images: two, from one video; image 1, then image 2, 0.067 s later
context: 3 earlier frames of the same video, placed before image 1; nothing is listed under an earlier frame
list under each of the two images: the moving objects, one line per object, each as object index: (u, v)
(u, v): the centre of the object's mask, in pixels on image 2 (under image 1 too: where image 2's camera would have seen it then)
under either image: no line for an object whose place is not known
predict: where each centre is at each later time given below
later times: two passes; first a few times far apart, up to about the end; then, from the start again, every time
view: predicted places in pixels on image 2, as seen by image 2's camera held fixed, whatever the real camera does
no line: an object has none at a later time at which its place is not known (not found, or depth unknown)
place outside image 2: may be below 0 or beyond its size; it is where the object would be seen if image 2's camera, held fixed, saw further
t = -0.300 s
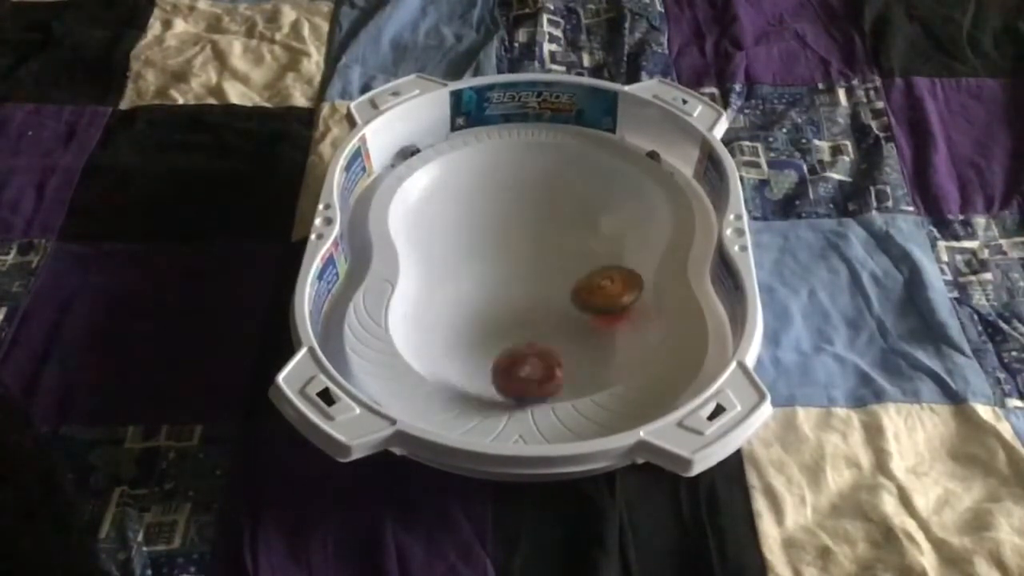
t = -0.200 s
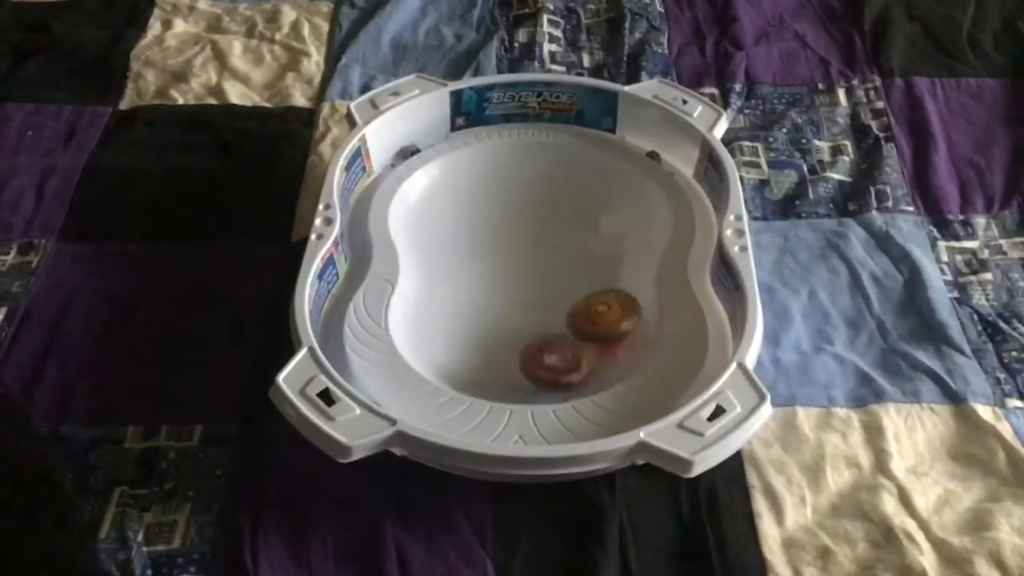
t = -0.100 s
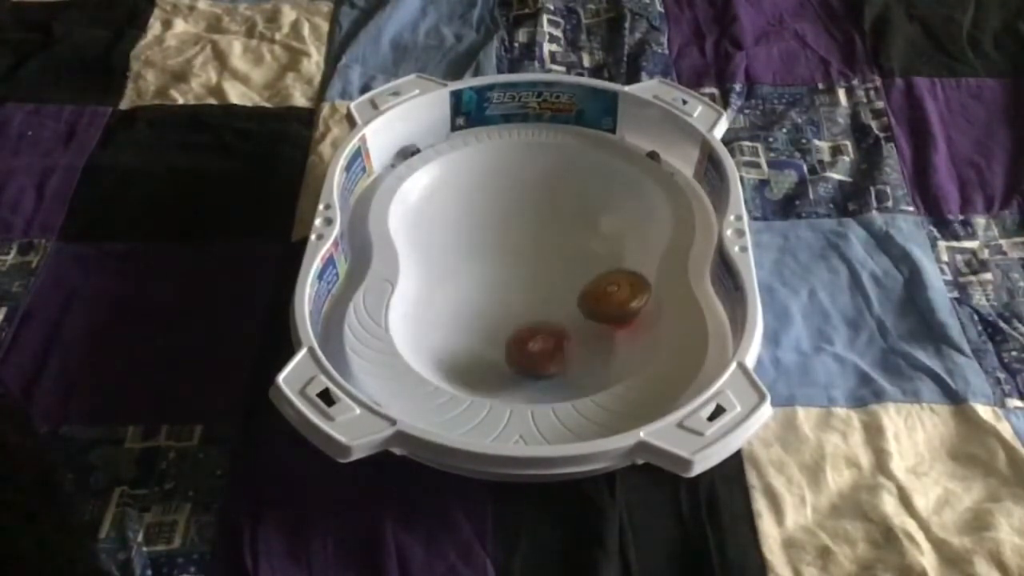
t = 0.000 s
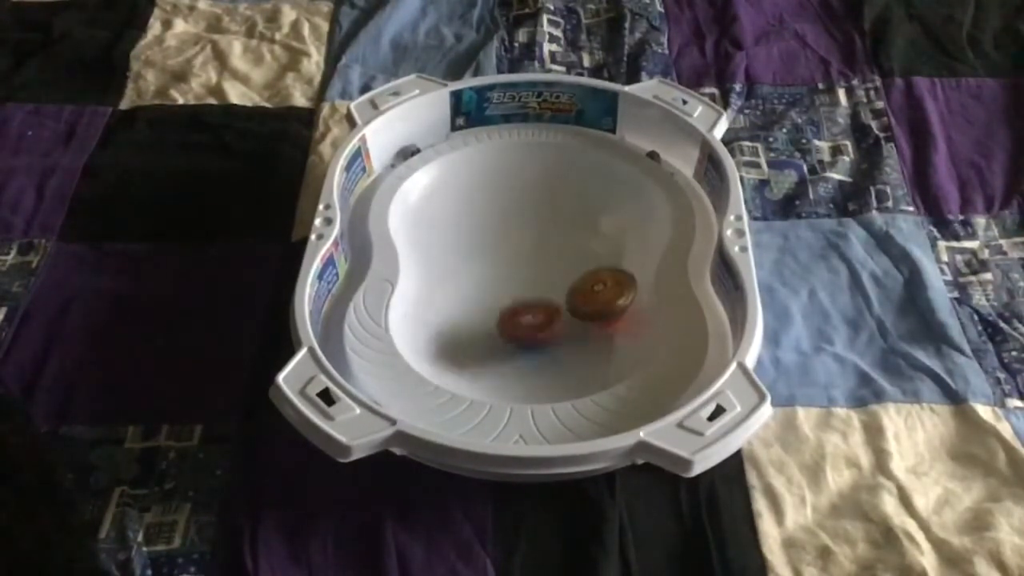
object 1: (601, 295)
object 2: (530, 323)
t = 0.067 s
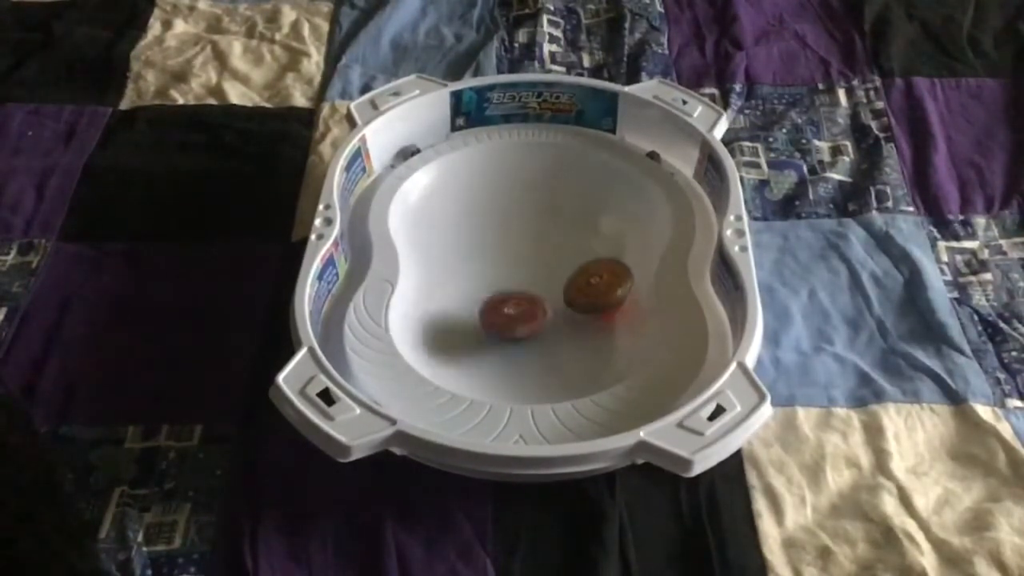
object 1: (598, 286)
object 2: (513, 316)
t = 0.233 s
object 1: (555, 259)
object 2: (479, 304)
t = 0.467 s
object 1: (495, 145)
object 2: (496, 296)
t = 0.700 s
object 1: (558, 187)
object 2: (498, 283)
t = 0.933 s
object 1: (602, 219)
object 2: (483, 257)
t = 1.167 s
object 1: (555, 227)
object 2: (501, 281)
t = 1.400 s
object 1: (514, 192)
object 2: (553, 247)
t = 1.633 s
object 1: (494, 156)
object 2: (612, 196)
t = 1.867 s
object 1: (487, 206)
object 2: (592, 215)
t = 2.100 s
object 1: (439, 207)
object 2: (578, 229)
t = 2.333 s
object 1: (475, 220)
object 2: (543, 225)
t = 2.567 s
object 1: (461, 235)
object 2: (569, 229)
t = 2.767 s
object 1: (489, 242)
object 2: (560, 226)
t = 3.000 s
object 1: (559, 266)
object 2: (562, 208)
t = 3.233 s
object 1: (605, 318)
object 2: (540, 225)
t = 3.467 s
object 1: (547, 350)
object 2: (512, 221)
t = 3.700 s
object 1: (496, 288)
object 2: (544, 222)
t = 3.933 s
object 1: (481, 200)
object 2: (550, 229)
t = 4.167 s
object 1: (582, 160)
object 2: (530, 220)
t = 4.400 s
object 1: (579, 252)
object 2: (530, 220)
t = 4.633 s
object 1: (477, 282)
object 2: (539, 225)
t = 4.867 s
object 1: (459, 251)
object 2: (542, 220)
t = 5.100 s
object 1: (462, 228)
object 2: (556, 219)
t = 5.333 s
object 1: (499, 210)
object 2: (570, 212)
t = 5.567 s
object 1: (519, 204)
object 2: (592, 217)
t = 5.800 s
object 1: (512, 211)
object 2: (577, 227)
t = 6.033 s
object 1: (481, 214)
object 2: (558, 231)
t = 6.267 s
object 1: (471, 205)
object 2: (554, 225)
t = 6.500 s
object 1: (479, 215)
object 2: (577, 222)
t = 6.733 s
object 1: (468, 226)
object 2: (577, 221)
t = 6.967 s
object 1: (438, 203)
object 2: (580, 226)
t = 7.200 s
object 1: (464, 204)
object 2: (589, 232)
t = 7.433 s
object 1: (495, 205)
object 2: (592, 225)
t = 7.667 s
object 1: (513, 218)
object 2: (581, 224)
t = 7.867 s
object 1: (495, 228)
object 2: (572, 218)
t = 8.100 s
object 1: (493, 230)
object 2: (557, 213)
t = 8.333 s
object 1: (495, 232)
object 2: (558, 207)
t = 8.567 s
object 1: (499, 234)
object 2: (562, 213)
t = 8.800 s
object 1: (464, 233)
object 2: (582, 213)
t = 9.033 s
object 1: (474, 224)
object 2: (553, 215)
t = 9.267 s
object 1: (478, 204)
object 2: (565, 215)
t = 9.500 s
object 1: (498, 203)
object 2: (542, 233)
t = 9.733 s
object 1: (508, 192)
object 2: (538, 244)
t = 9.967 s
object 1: (532, 199)
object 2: (509, 244)
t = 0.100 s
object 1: (596, 282)
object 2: (503, 314)
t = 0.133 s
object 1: (591, 278)
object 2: (493, 311)
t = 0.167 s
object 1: (580, 274)
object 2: (486, 308)
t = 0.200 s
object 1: (569, 268)
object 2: (482, 305)
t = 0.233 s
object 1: (555, 259)
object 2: (479, 304)
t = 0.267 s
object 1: (541, 250)
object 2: (480, 302)
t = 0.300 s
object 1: (527, 237)
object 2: (482, 300)
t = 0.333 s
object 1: (514, 224)
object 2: (486, 299)
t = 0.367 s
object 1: (504, 205)
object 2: (488, 299)
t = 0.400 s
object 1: (496, 185)
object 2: (492, 297)
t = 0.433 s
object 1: (494, 164)
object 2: (494, 297)
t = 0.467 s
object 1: (495, 145)
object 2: (496, 296)
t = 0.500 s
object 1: (502, 133)
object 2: (497, 295)
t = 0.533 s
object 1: (509, 128)
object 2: (497, 293)
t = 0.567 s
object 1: (517, 130)
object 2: (495, 292)
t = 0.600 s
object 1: (524, 136)
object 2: (496, 289)
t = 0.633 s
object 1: (534, 152)
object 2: (496, 288)
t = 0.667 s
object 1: (546, 169)
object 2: (496, 286)
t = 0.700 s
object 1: (558, 187)
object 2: (498, 283)
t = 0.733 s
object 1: (567, 200)
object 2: (502, 278)
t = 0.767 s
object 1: (573, 212)
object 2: (505, 273)
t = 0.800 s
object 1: (575, 224)
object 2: (508, 267)
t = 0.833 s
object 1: (572, 232)
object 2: (514, 258)
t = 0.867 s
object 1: (587, 229)
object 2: (501, 257)
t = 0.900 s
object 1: (598, 223)
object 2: (490, 257)
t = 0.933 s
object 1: (602, 219)
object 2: (483, 257)
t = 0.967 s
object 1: (603, 218)
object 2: (477, 260)
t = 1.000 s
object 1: (600, 218)
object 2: (477, 261)
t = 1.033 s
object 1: (595, 222)
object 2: (478, 264)
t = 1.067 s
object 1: (587, 225)
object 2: (481, 268)
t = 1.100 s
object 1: (577, 226)
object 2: (488, 272)
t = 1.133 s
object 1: (567, 228)
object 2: (495, 276)
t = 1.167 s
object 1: (555, 227)
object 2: (501, 281)
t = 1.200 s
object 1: (544, 224)
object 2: (508, 282)
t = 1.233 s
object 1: (534, 220)
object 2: (516, 282)
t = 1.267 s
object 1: (527, 216)
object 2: (525, 280)
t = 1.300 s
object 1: (519, 209)
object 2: (532, 275)
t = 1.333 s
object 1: (516, 204)
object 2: (540, 267)
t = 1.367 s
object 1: (513, 198)
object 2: (547, 258)
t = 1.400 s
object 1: (514, 192)
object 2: (553, 247)
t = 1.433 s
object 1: (515, 188)
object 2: (559, 235)
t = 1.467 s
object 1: (519, 183)
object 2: (563, 221)
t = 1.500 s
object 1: (508, 172)
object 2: (579, 215)
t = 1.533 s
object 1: (500, 162)
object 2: (593, 208)
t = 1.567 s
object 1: (494, 155)
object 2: (604, 203)
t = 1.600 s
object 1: (493, 154)
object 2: (611, 199)
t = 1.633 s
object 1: (494, 156)
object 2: (612, 196)
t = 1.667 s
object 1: (499, 165)
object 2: (611, 194)
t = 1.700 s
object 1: (506, 174)
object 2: (606, 196)
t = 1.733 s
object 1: (512, 183)
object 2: (599, 199)
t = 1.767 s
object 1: (518, 193)
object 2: (588, 202)
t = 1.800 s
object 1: (512, 199)
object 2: (586, 206)
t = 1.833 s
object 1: (498, 202)
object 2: (589, 211)
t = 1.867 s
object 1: (487, 206)
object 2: (592, 215)
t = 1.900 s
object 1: (476, 207)
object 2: (593, 218)
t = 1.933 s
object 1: (466, 208)
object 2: (593, 222)
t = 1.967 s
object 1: (456, 209)
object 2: (591, 225)
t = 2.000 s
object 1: (449, 208)
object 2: (589, 226)
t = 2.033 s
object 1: (443, 208)
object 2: (586, 229)
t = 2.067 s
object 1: (440, 208)
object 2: (582, 230)
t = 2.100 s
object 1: (439, 207)
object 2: (578, 229)
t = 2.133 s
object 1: (440, 206)
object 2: (573, 230)
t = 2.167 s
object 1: (444, 205)
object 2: (568, 229)
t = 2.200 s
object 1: (448, 206)
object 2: (562, 228)
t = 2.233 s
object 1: (453, 207)
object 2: (557, 227)
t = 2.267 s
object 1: (459, 211)
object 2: (551, 227)
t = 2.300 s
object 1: (469, 217)
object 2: (547, 225)
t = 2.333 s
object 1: (475, 220)
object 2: (543, 225)
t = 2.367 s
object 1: (469, 223)
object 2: (551, 222)
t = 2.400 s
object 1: (463, 226)
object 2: (560, 222)
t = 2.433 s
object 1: (461, 229)
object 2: (567, 222)
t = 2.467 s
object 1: (459, 230)
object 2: (570, 223)
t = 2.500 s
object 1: (458, 232)
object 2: (571, 224)
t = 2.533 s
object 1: (460, 233)
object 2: (570, 227)
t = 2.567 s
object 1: (461, 235)
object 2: (569, 229)
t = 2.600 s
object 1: (463, 236)
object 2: (567, 230)
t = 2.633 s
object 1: (468, 238)
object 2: (563, 231)
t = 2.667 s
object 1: (474, 239)
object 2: (559, 231)
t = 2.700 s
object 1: (483, 240)
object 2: (554, 230)
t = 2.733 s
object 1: (488, 241)
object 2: (554, 229)
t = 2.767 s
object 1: (489, 242)
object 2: (560, 226)
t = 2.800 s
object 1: (495, 244)
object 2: (564, 222)
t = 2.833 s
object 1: (505, 246)
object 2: (566, 219)
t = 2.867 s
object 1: (514, 249)
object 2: (566, 218)
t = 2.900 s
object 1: (524, 254)
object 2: (566, 213)
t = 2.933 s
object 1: (535, 258)
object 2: (566, 209)
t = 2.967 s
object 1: (546, 264)
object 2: (564, 208)
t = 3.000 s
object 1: (559, 266)
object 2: (562, 208)
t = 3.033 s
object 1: (571, 272)
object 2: (560, 208)
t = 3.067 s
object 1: (580, 278)
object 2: (558, 210)
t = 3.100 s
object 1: (588, 283)
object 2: (556, 212)
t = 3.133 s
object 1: (593, 289)
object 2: (553, 215)
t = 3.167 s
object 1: (598, 299)
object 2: (549, 219)
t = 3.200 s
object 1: (601, 308)
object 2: (545, 222)
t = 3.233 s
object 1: (605, 318)
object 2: (540, 225)
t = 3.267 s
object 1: (608, 327)
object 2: (534, 226)
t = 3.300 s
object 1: (606, 335)
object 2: (529, 227)
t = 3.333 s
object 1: (600, 341)
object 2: (524, 228)
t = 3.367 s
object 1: (589, 348)
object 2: (519, 228)
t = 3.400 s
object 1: (577, 353)
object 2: (515, 227)
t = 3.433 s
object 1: (562, 353)
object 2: (513, 224)
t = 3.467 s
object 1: (547, 350)
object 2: (512, 221)
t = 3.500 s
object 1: (534, 345)
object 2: (512, 218)
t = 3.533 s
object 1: (523, 340)
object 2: (516, 216)
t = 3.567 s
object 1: (516, 330)
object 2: (520, 216)
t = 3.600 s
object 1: (511, 320)
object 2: (526, 217)
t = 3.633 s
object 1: (506, 310)
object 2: (532, 219)
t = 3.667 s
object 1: (500, 299)
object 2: (539, 220)
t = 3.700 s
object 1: (496, 288)
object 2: (544, 222)
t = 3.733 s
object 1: (491, 278)
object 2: (548, 223)
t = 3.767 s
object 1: (485, 267)
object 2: (552, 225)
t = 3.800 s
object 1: (483, 253)
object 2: (553, 227)
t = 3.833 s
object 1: (483, 240)
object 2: (554, 227)
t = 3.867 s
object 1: (480, 229)
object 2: (554, 228)
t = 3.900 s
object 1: (479, 212)
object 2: (553, 229)
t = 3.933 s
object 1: (481, 200)
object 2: (550, 229)
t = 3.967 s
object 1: (486, 187)
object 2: (546, 228)
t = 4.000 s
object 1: (495, 175)
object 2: (543, 227)
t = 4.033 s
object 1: (509, 165)
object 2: (539, 227)
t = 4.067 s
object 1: (526, 157)
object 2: (536, 224)
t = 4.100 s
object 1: (544, 153)
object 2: (534, 223)
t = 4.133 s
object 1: (563, 154)
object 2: (532, 222)
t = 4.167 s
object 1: (582, 160)
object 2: (530, 220)
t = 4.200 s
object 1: (601, 171)
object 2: (529, 220)
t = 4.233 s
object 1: (612, 184)
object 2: (529, 219)
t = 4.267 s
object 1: (617, 200)
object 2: (528, 219)
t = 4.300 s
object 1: (615, 215)
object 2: (529, 219)
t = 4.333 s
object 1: (608, 229)
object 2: (529, 219)
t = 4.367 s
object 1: (595, 241)
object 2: (529, 219)
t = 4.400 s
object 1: (579, 252)
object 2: (530, 220)
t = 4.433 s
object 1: (561, 263)
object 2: (532, 221)
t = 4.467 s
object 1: (543, 272)
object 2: (534, 222)
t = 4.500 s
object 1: (530, 277)
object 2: (534, 224)
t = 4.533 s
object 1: (512, 283)
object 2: (535, 225)
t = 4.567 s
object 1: (500, 283)
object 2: (536, 225)
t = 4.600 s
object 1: (486, 285)
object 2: (537, 225)
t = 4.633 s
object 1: (477, 282)
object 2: (539, 225)
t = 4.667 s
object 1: (469, 279)
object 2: (540, 224)
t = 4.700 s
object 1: (464, 275)
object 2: (542, 223)
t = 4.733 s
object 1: (460, 271)
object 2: (543, 222)
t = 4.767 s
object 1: (459, 266)
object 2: (544, 221)
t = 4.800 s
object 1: (459, 260)
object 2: (544, 220)
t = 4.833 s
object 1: (459, 256)
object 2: (544, 220)
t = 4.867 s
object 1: (459, 251)
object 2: (542, 220)
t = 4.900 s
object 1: (460, 248)
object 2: (541, 221)
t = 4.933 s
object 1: (463, 244)
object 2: (540, 221)
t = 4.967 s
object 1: (466, 242)
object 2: (539, 222)
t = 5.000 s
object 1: (471, 239)
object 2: (538, 223)
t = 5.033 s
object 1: (472, 236)
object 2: (539, 223)
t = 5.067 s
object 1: (466, 232)
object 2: (548, 221)
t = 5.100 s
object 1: (462, 228)
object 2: (556, 219)
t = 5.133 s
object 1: (462, 225)
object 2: (562, 217)
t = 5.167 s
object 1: (465, 222)
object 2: (566, 216)
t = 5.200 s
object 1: (470, 218)
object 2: (568, 214)
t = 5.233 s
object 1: (477, 214)
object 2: (568, 213)
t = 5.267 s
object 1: (485, 213)
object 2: (568, 212)
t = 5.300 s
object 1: (495, 213)
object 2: (567, 212)
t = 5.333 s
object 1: (499, 210)
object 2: (570, 212)
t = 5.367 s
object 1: (500, 208)
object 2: (577, 212)
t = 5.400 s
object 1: (504, 204)
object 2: (582, 213)
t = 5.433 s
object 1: (509, 203)
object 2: (585, 214)
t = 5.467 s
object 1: (515, 203)
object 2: (587, 215)
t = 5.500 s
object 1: (520, 203)
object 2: (587, 215)
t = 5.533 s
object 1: (518, 204)
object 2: (590, 216)
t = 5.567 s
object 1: (519, 204)
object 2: (592, 217)
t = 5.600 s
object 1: (519, 204)
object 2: (592, 217)
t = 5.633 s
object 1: (519, 205)
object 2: (589, 218)
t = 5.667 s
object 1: (519, 206)
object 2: (586, 220)
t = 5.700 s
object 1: (518, 207)
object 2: (584, 221)
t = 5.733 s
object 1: (516, 208)
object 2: (583, 223)
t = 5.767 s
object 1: (514, 210)
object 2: (580, 225)
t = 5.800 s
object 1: (512, 211)
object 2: (577, 227)
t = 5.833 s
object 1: (508, 213)
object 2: (576, 226)
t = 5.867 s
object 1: (503, 214)
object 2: (573, 228)
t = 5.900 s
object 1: (498, 214)
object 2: (570, 229)
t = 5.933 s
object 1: (494, 216)
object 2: (565, 230)
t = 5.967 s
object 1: (491, 214)
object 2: (561, 230)
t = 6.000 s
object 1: (489, 215)
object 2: (556, 230)
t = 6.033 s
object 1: (481, 214)
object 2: (558, 231)
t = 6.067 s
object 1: (476, 213)
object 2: (561, 229)
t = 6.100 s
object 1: (471, 211)
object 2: (561, 229)
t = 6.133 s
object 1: (466, 210)
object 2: (561, 229)
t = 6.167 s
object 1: (465, 208)
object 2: (560, 228)
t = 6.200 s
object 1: (466, 205)
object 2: (558, 228)
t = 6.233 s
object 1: (466, 206)
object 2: (557, 226)
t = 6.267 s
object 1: (471, 205)
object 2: (554, 225)
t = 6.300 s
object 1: (475, 207)
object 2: (550, 224)
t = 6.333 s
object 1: (481, 209)
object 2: (548, 223)
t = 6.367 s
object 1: (484, 209)
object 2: (549, 222)
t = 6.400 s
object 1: (481, 212)
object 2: (560, 222)
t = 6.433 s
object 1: (479, 213)
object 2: (568, 222)
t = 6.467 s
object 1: (479, 213)
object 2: (575, 222)
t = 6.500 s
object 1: (479, 215)
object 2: (577, 222)
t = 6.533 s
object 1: (482, 217)
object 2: (580, 223)
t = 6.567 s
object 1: (484, 219)
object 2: (578, 223)
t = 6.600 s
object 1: (488, 222)
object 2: (575, 224)
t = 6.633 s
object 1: (491, 224)
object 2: (569, 224)
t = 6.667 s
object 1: (495, 225)
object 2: (563, 225)
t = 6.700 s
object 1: (485, 227)
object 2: (570, 222)
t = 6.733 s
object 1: (468, 226)
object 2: (577, 221)
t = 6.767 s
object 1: (457, 224)
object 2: (584, 221)
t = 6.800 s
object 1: (444, 220)
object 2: (588, 220)
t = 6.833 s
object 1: (437, 217)
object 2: (589, 221)
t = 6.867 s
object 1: (432, 213)
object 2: (589, 222)
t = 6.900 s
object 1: (430, 209)
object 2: (587, 222)
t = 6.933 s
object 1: (432, 205)
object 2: (583, 224)
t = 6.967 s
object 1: (438, 203)
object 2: (580, 226)
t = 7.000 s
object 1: (445, 203)
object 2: (574, 227)
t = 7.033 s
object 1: (456, 205)
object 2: (568, 228)
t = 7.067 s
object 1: (468, 207)
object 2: (562, 228)
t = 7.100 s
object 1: (481, 211)
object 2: (555, 228)
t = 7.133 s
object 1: (485, 212)
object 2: (557, 228)
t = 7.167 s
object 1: (471, 207)
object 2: (575, 230)
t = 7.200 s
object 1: (464, 204)
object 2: (589, 232)
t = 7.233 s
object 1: (461, 202)
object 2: (600, 231)
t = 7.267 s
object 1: (465, 200)
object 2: (602, 231)
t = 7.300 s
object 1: (467, 200)
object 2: (606, 229)
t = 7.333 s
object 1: (473, 200)
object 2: (603, 228)
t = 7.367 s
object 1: (480, 202)
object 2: (600, 227)
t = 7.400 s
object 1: (488, 202)
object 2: (596, 224)
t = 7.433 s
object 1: (495, 205)
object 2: (592, 225)
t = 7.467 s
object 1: (504, 207)
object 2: (588, 222)
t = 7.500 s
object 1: (512, 209)
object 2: (580, 223)
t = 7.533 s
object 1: (512, 211)
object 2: (585, 222)
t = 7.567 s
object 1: (511, 213)
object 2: (585, 223)
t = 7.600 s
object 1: (512, 213)
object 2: (586, 224)
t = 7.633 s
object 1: (514, 216)
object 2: (582, 224)
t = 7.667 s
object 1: (513, 218)
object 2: (581, 224)
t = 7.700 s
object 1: (510, 220)
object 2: (583, 223)
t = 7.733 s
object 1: (506, 222)
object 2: (584, 222)
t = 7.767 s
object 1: (502, 223)
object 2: (585, 220)
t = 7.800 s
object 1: (499, 225)
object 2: (581, 219)
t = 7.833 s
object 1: (497, 227)
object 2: (579, 218)
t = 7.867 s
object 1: (495, 228)
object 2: (572, 218)
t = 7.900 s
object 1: (494, 228)
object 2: (569, 218)
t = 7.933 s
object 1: (496, 228)
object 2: (564, 217)
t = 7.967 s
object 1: (494, 229)
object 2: (563, 216)
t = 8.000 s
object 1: (494, 228)
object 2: (561, 214)
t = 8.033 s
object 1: (493, 229)
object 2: (561, 214)
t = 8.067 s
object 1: (494, 228)
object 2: (557, 214)
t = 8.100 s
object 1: (493, 230)
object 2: (557, 213)
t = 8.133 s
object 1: (494, 229)
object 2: (556, 211)
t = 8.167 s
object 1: (494, 230)
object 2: (559, 211)
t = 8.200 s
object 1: (494, 230)
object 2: (557, 209)
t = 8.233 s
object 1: (495, 231)
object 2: (557, 211)
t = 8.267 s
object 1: (496, 231)
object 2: (556, 208)
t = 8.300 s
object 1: (497, 233)
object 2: (558, 209)
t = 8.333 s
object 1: (495, 232)
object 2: (558, 207)
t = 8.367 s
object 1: (493, 234)
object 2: (565, 206)
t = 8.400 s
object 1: (493, 233)
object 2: (566, 205)
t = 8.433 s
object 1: (492, 234)
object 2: (569, 204)
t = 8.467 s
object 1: (492, 234)
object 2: (569, 207)
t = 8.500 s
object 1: (493, 235)
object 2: (568, 207)
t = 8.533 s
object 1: (494, 235)
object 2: (566, 212)
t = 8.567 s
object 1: (499, 234)
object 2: (562, 213)
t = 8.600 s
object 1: (501, 234)
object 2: (562, 215)
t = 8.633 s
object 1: (499, 232)
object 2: (563, 215)
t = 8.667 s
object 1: (489, 234)
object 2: (574, 212)
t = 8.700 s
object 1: (480, 235)
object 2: (578, 213)
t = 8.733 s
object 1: (475, 235)
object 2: (581, 213)
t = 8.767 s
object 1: (467, 234)
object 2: (586, 212)
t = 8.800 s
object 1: (464, 233)
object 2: (582, 213)
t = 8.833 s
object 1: (460, 233)
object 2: (580, 214)
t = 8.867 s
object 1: (459, 232)
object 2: (579, 214)
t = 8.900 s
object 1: (458, 230)
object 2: (572, 215)
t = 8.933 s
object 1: (460, 230)
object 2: (567, 215)
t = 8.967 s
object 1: (463, 228)
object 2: (565, 216)
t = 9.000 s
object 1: (466, 227)
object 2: (558, 217)
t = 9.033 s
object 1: (474, 224)
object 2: (553, 215)
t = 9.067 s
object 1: (480, 223)
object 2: (551, 215)
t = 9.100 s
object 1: (485, 218)
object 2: (548, 215)
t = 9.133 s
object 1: (483, 214)
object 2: (551, 213)
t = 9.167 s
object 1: (483, 210)
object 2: (559, 215)
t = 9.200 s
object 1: (481, 207)
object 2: (558, 214)
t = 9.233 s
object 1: (478, 206)
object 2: (561, 214)
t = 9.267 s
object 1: (478, 204)
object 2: (565, 215)
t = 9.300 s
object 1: (481, 200)
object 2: (563, 219)
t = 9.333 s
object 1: (482, 200)
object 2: (558, 220)
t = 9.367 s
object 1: (484, 199)
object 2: (556, 220)
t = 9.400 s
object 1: (487, 199)
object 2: (551, 226)
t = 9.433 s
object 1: (492, 202)
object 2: (548, 232)
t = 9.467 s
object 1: (498, 202)
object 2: (542, 232)
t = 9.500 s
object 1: (498, 203)
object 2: (542, 233)
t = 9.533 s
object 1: (501, 201)
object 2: (544, 236)
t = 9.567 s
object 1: (502, 198)
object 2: (543, 237)
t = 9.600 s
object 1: (502, 196)
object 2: (542, 240)
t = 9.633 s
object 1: (502, 196)
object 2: (541, 243)
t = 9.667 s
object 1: (505, 194)
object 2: (542, 242)
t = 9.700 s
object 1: (508, 192)
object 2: (540, 244)
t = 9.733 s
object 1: (508, 192)
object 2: (538, 244)
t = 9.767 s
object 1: (510, 194)
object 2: (533, 244)
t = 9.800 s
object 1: (514, 195)
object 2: (531, 242)
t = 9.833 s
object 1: (517, 194)
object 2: (525, 242)
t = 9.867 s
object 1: (519, 195)
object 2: (521, 243)
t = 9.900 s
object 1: (524, 196)
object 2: (516, 242)
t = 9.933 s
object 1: (530, 198)
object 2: (512, 243)
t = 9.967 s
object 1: (532, 199)
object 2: (509, 244)
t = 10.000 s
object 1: (536, 200)
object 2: (507, 245)
